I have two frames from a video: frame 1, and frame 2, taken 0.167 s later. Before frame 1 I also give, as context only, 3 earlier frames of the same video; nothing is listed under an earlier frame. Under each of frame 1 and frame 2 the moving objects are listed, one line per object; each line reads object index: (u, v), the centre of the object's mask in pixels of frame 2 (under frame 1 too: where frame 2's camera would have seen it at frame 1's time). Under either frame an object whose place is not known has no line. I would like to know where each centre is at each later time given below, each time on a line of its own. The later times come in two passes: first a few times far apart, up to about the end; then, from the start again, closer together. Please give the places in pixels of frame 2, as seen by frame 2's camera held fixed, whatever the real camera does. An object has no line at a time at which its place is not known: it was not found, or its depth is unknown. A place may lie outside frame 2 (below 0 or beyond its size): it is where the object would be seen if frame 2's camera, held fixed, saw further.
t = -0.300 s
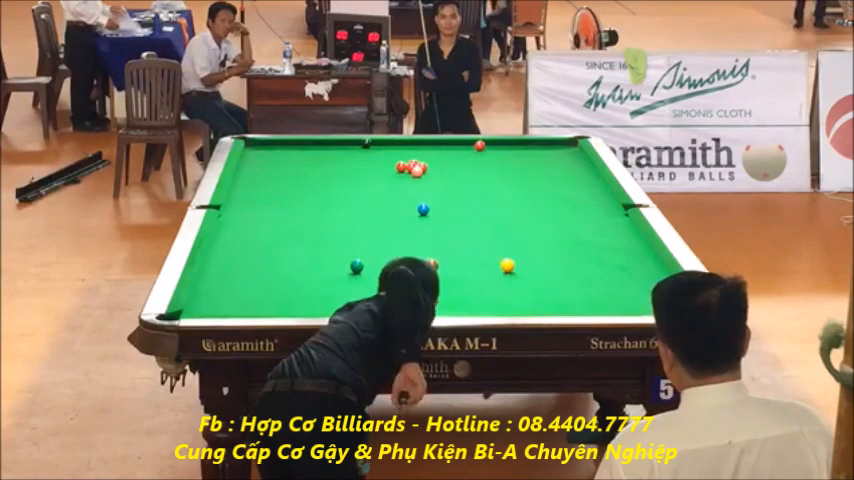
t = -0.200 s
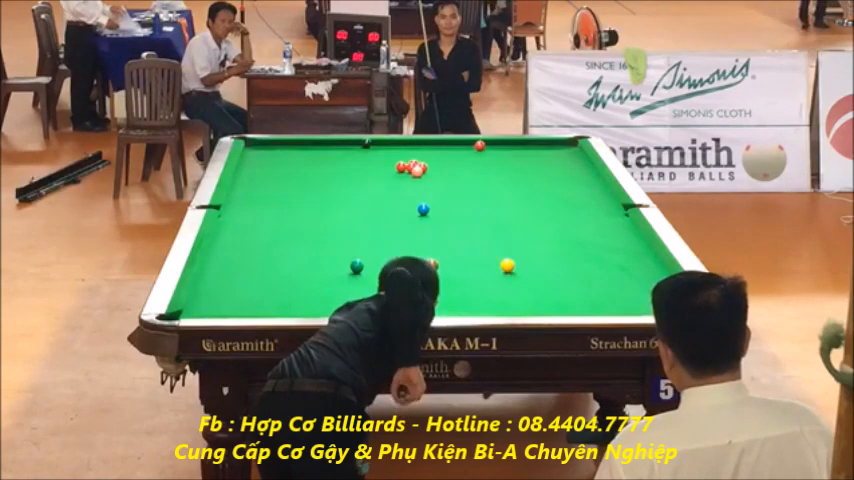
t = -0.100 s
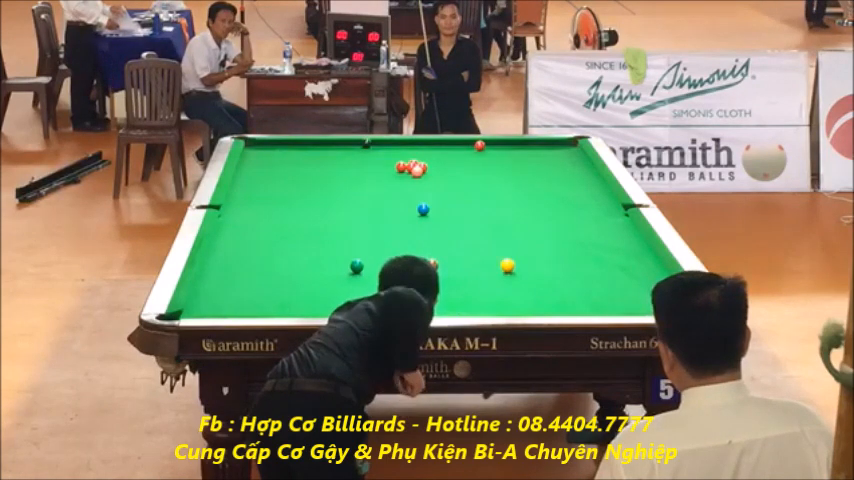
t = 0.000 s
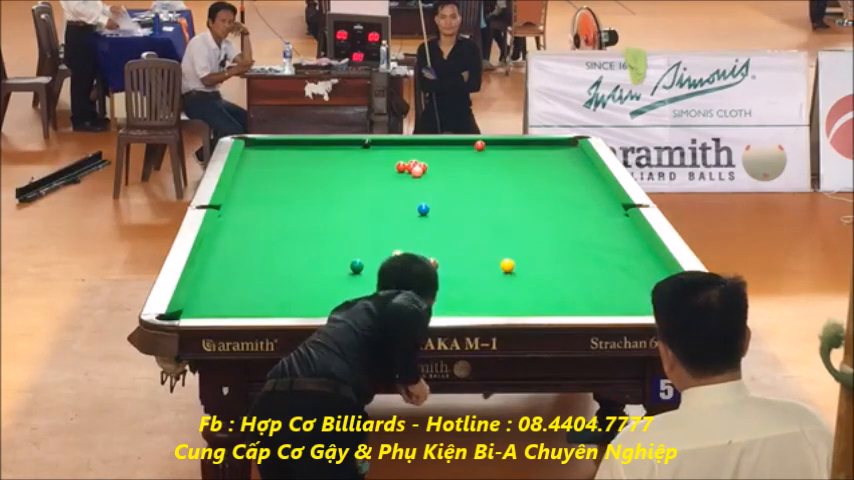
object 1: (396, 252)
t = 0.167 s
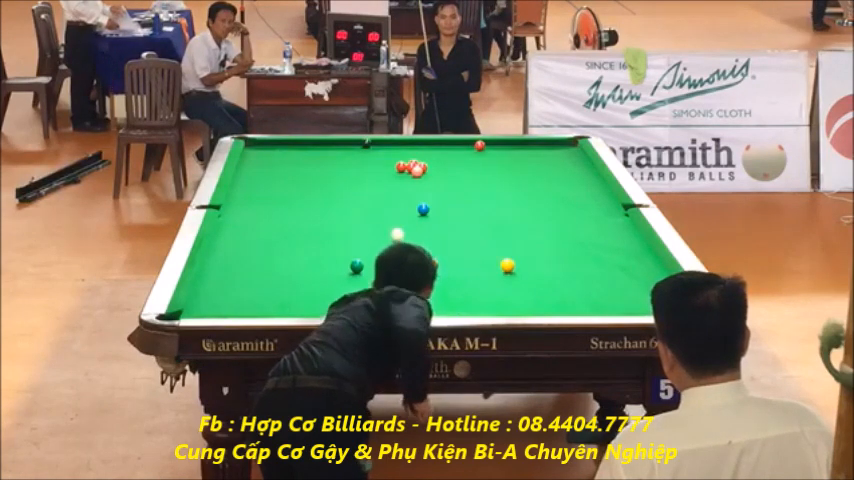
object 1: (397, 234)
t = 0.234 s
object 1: (397, 226)
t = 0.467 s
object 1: (396, 201)
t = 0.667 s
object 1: (395, 183)
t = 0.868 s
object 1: (390, 167)
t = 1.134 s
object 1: (368, 162)
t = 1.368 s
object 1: (337, 153)
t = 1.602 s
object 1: (308, 144)
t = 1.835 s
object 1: (286, 145)
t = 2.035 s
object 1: (269, 150)
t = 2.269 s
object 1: (250, 154)
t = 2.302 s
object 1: (248, 155)
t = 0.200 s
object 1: (397, 231)
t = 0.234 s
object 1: (397, 226)
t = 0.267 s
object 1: (396, 223)
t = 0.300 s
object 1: (396, 219)
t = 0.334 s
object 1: (396, 215)
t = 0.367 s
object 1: (396, 212)
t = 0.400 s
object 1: (396, 208)
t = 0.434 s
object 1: (396, 205)
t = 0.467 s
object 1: (396, 201)
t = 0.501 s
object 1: (396, 198)
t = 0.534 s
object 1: (396, 195)
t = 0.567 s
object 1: (395, 192)
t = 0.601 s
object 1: (395, 189)
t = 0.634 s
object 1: (395, 186)
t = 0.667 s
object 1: (395, 183)
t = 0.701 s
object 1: (395, 180)
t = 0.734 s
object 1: (394, 177)
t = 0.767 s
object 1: (394, 174)
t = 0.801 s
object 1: (394, 171)
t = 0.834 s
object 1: (394, 169)
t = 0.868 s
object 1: (390, 167)
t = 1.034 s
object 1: (384, 166)
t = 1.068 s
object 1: (378, 165)
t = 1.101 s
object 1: (373, 163)
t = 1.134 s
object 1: (368, 162)
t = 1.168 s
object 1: (363, 161)
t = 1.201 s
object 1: (358, 159)
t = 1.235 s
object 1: (354, 158)
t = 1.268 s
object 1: (350, 157)
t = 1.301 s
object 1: (345, 155)
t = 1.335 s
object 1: (341, 154)
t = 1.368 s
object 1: (337, 153)
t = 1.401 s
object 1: (332, 151)
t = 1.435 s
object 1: (328, 150)
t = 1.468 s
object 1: (324, 149)
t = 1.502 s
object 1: (320, 148)
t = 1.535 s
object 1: (316, 146)
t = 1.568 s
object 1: (312, 145)
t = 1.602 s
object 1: (308, 144)
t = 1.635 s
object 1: (304, 143)
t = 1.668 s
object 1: (300, 142)
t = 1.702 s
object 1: (297, 142)
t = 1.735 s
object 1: (294, 142)
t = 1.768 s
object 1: (291, 143)
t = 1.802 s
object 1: (289, 144)
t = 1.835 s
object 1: (286, 145)
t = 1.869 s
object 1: (283, 146)
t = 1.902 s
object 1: (280, 147)
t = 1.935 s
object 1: (278, 147)
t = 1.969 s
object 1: (275, 148)
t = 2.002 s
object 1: (272, 149)
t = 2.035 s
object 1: (269, 150)
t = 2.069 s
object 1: (267, 150)
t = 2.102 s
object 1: (261, 152)
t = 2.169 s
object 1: (256, 153)
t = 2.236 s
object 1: (253, 154)
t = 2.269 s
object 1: (250, 154)
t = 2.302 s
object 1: (248, 155)
